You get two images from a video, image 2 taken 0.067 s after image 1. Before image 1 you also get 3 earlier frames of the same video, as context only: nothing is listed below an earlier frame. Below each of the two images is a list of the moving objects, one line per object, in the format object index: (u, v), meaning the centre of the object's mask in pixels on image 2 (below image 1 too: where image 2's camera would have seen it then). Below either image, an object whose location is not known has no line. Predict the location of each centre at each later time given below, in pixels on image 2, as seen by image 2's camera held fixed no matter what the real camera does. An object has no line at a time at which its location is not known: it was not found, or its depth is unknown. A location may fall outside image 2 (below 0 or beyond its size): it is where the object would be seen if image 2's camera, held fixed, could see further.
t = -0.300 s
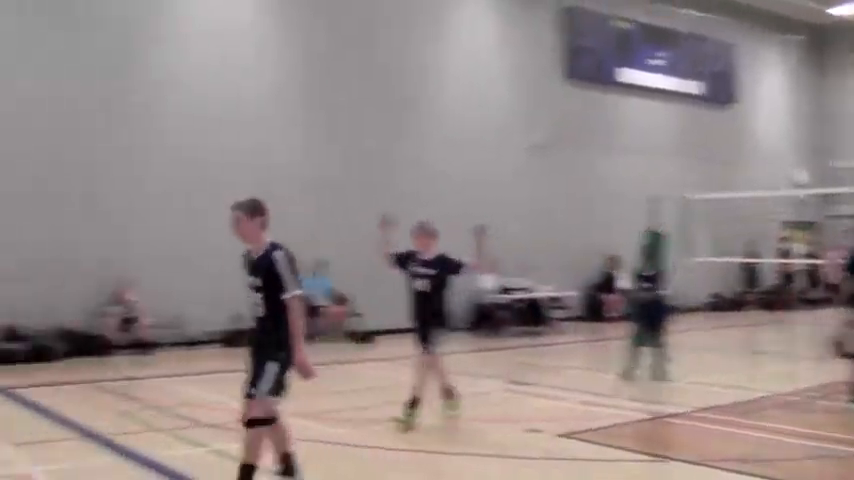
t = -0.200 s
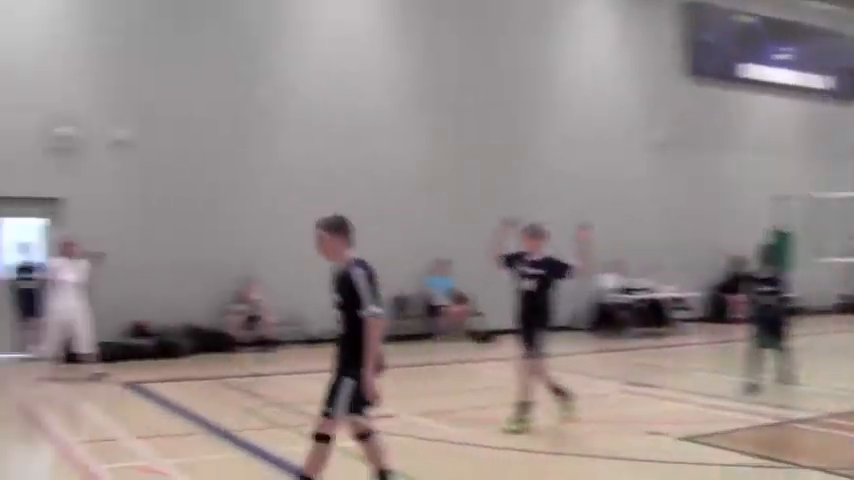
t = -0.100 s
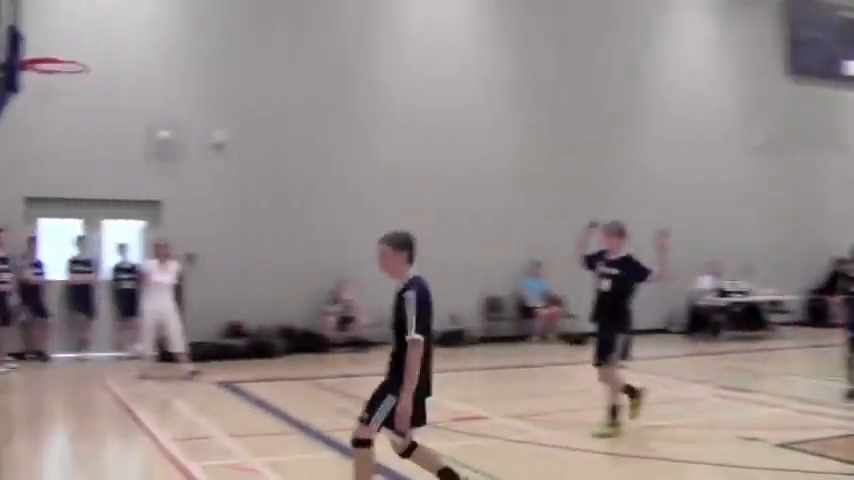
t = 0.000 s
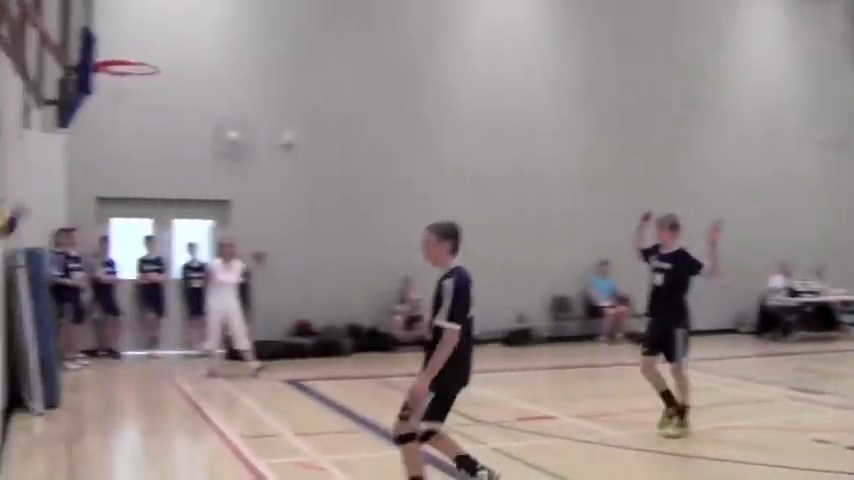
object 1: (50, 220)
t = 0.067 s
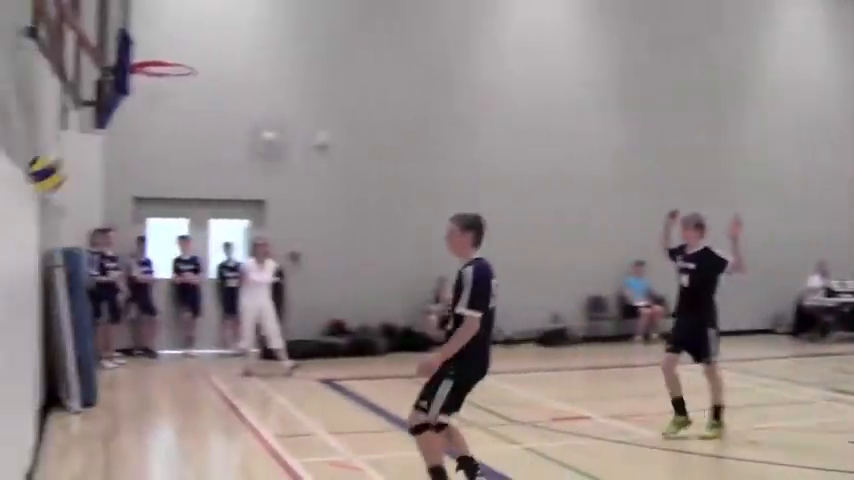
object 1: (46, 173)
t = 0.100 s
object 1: (51, 150)
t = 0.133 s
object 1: (55, 134)
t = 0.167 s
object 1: (59, 116)
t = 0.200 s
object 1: (66, 102)
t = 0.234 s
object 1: (70, 91)
